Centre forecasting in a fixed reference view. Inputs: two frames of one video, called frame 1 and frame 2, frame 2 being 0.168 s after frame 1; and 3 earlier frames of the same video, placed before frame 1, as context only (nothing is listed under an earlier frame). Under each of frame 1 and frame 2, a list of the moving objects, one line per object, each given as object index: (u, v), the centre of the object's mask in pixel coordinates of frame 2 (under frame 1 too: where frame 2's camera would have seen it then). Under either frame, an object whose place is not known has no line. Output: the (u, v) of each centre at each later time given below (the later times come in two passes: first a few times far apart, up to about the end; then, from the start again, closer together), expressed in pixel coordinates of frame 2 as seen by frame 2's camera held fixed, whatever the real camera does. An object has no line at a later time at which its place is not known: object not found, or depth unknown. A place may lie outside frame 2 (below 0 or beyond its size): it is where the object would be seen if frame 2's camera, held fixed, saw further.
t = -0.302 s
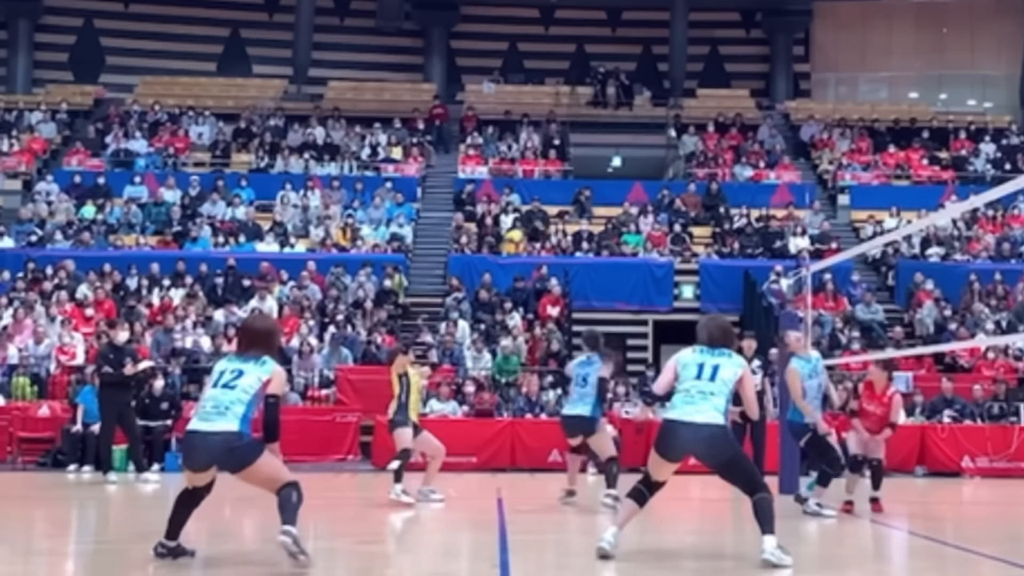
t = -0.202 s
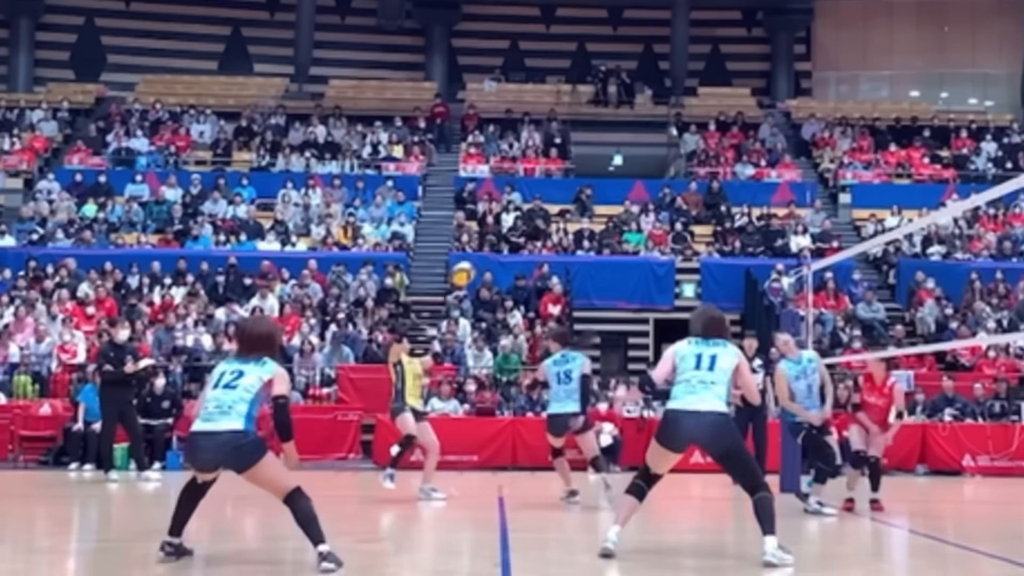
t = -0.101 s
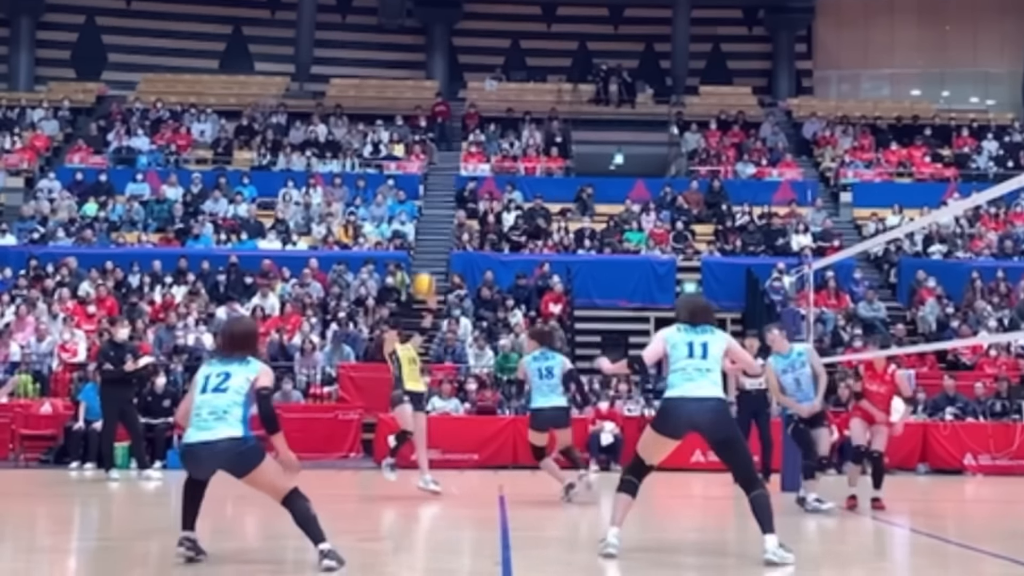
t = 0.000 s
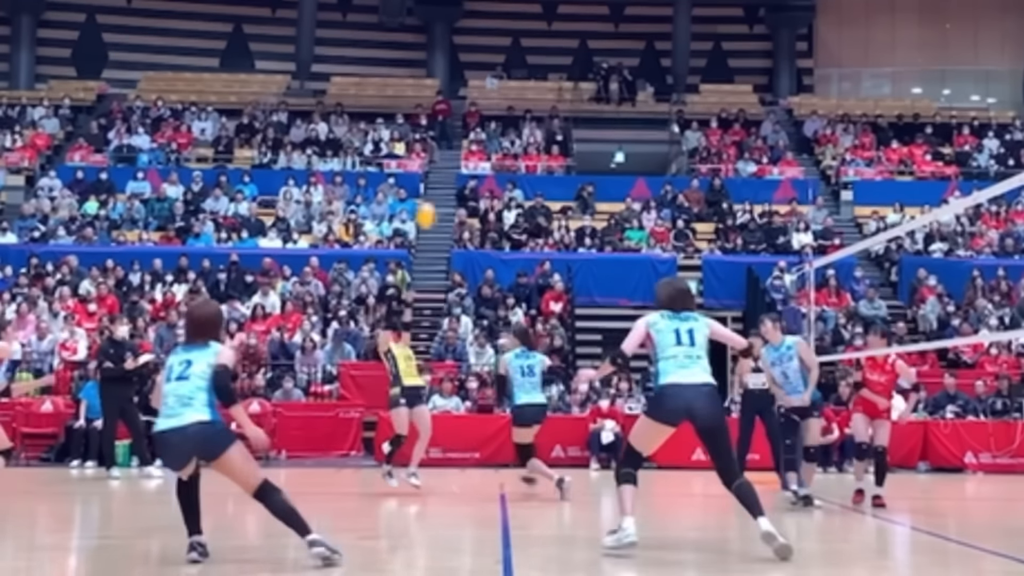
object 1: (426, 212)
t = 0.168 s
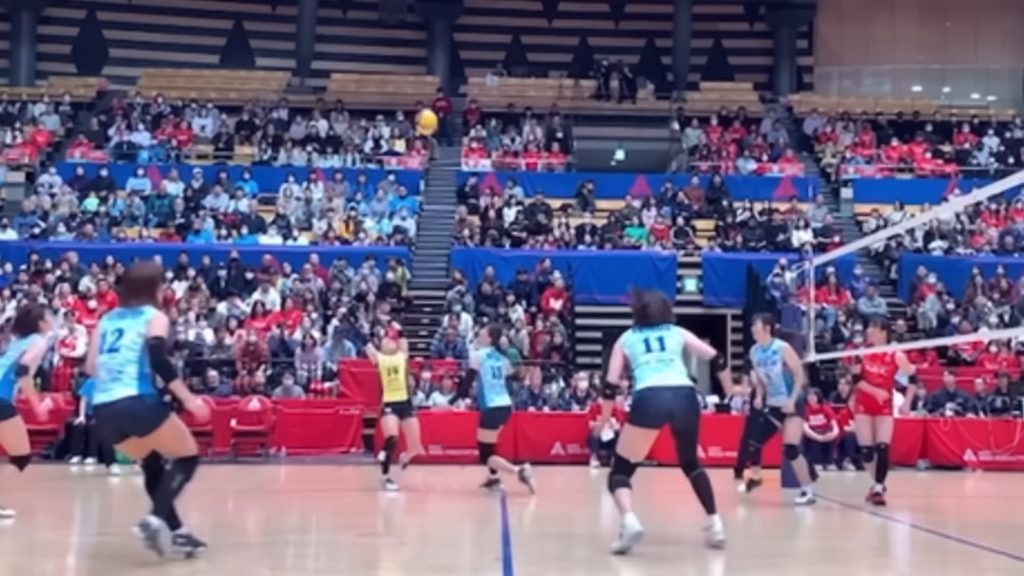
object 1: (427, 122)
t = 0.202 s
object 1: (426, 107)
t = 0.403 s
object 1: (425, 40)
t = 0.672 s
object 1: (422, 15)
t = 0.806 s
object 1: (420, 29)
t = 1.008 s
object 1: (416, 94)
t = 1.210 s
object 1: (416, 209)
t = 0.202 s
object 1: (426, 107)
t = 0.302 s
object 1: (426, 68)
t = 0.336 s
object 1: (425, 58)
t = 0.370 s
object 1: (425, 48)
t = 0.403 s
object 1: (425, 40)
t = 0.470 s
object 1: (424, 26)
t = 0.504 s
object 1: (424, 21)
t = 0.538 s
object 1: (424, 17)
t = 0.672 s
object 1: (422, 15)
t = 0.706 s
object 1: (422, 17)
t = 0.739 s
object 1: (421, 19)
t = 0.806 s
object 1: (420, 29)
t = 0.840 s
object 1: (419, 37)
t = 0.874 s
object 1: (418, 46)
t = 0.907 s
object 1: (418, 56)
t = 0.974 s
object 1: (417, 80)
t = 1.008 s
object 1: (416, 94)
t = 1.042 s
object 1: (416, 110)
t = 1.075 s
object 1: (415, 126)
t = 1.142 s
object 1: (416, 165)
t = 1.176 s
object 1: (416, 186)
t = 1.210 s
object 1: (416, 209)
